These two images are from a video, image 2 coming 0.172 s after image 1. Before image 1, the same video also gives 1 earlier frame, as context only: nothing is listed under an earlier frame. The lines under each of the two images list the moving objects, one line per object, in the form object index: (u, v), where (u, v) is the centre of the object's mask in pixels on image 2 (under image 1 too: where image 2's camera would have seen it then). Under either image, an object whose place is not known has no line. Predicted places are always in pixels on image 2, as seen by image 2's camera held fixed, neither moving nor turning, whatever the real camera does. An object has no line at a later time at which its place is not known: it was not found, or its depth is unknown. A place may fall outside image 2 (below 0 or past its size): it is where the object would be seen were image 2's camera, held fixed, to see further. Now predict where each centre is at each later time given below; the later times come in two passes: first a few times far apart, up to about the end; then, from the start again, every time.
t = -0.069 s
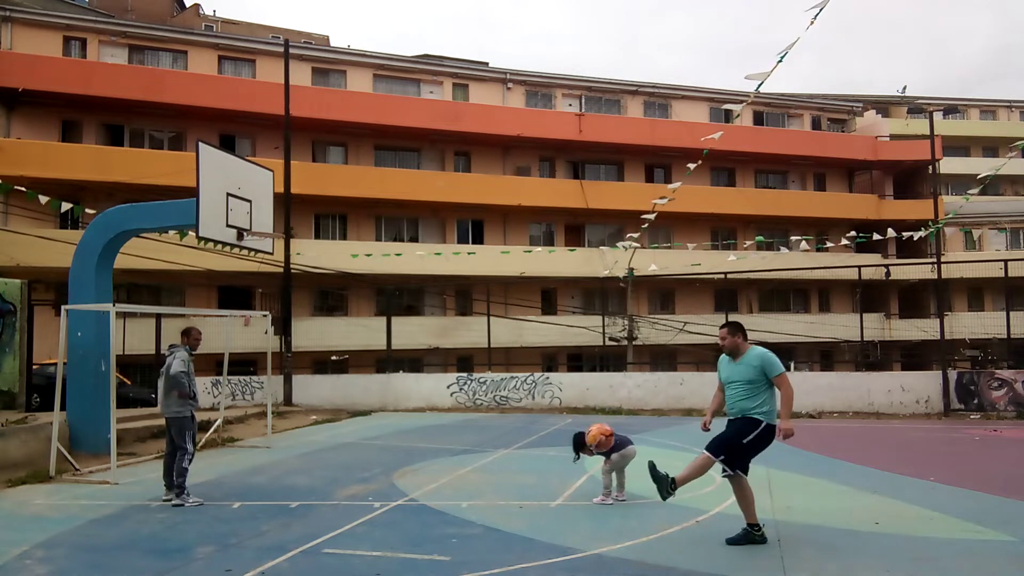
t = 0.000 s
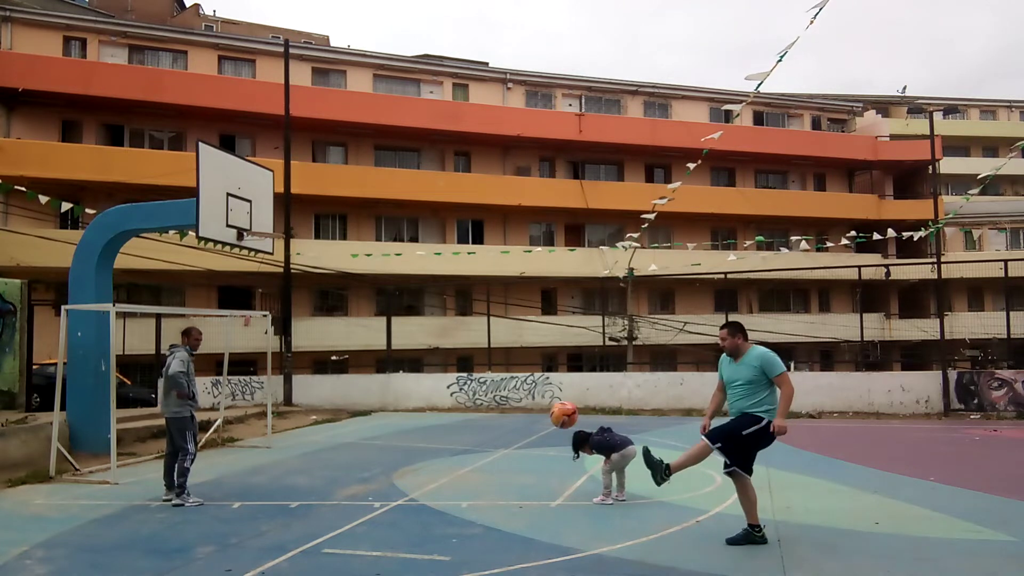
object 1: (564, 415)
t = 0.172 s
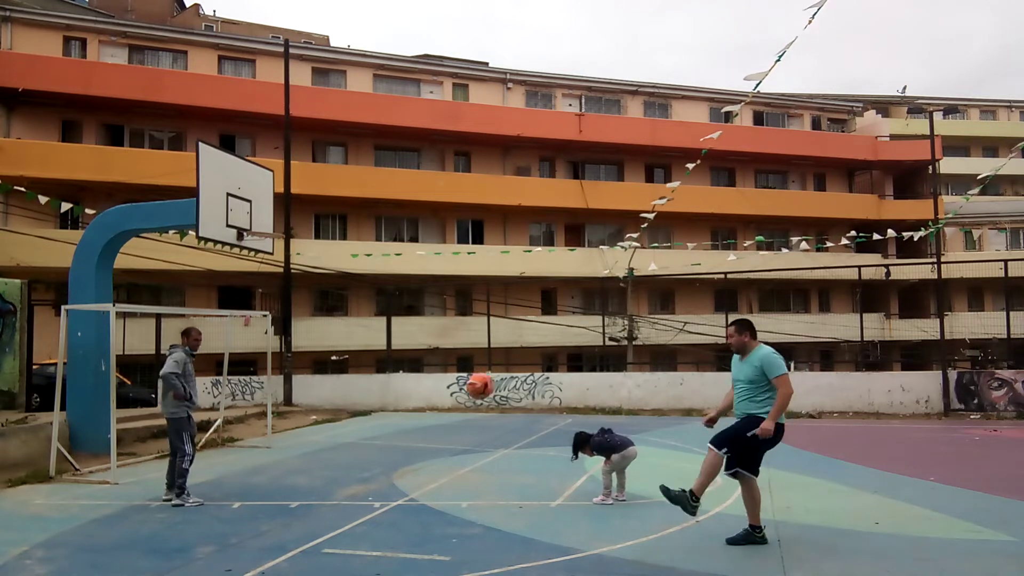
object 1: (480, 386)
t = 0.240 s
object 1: (448, 385)
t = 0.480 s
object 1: (344, 423)
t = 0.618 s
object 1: (289, 471)
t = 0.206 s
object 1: (463, 384)
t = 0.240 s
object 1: (448, 385)
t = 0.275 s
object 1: (432, 386)
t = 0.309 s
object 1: (417, 389)
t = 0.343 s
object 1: (402, 393)
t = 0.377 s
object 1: (387, 398)
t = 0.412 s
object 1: (373, 405)
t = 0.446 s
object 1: (358, 414)
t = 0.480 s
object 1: (344, 423)
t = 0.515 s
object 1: (330, 433)
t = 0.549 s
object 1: (316, 445)
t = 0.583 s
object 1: (302, 458)
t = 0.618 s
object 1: (289, 471)
